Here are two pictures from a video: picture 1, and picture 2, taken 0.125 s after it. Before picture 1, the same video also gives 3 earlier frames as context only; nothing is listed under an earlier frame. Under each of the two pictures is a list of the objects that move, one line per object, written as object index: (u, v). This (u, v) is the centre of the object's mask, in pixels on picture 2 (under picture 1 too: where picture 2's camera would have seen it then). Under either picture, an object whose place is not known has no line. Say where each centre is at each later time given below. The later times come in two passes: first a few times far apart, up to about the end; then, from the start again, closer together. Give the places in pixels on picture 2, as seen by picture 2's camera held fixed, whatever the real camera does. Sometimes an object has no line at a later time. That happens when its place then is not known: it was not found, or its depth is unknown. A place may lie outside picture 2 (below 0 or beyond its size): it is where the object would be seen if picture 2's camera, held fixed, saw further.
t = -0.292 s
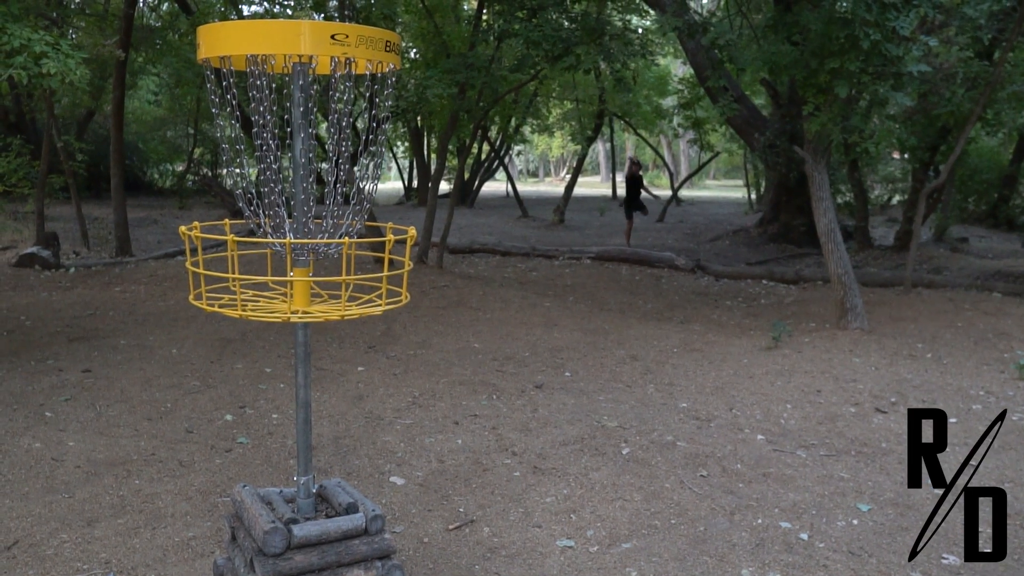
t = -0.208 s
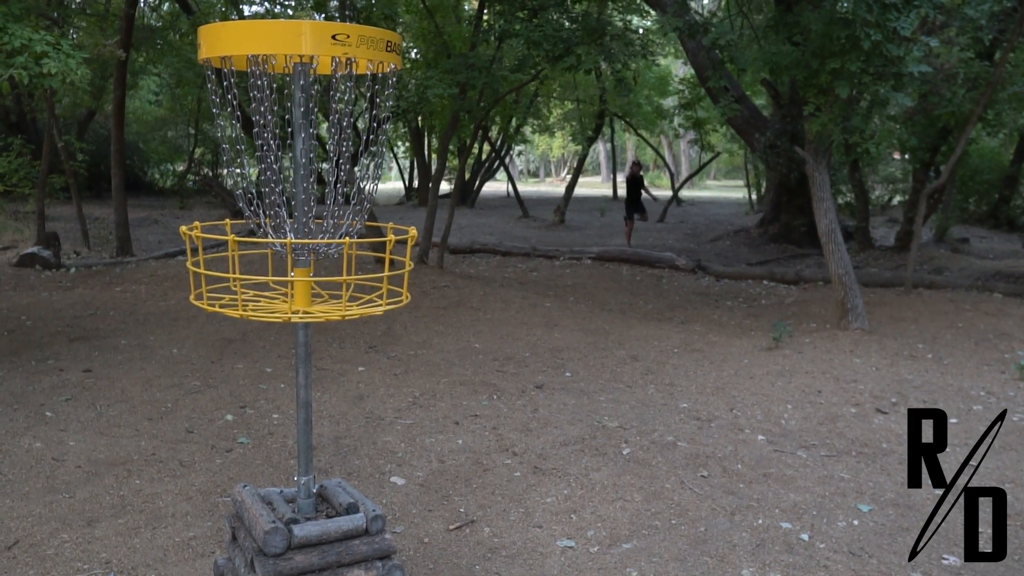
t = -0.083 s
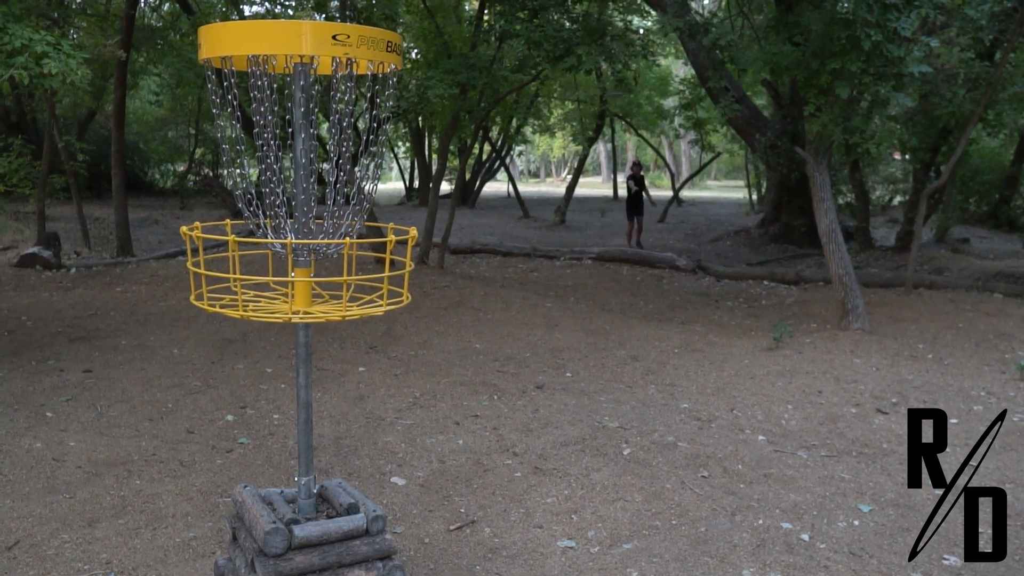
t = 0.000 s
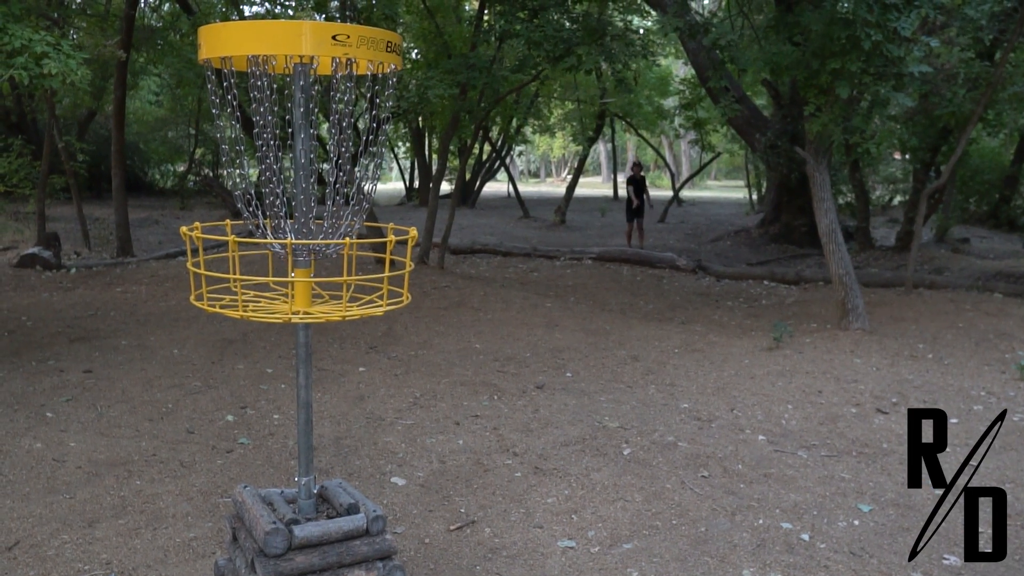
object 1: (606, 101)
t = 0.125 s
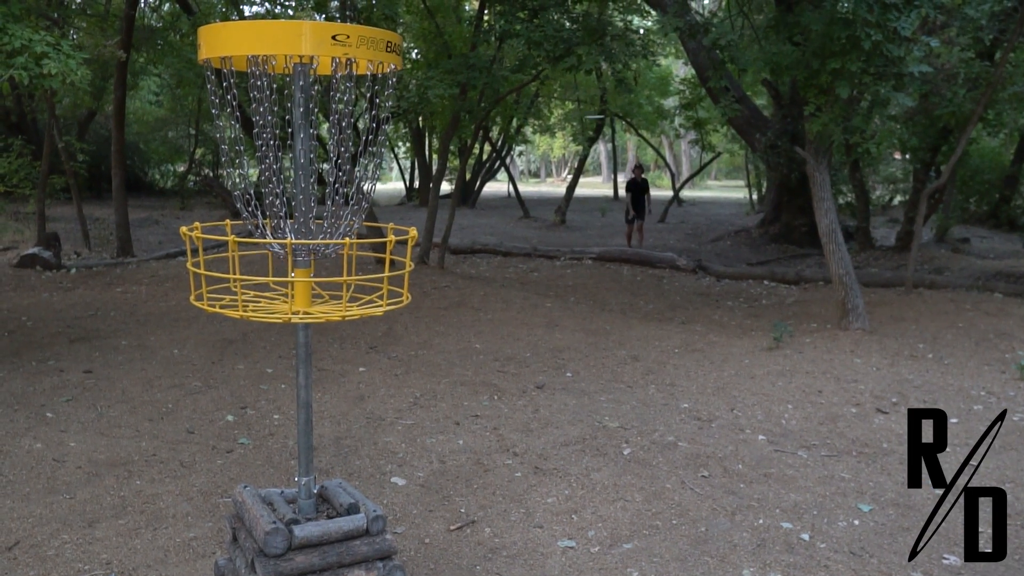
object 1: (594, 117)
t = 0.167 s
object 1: (589, 124)
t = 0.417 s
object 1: (552, 199)
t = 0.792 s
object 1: (485, 497)
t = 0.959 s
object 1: (475, 584)
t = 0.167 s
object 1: (589, 124)
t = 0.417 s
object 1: (552, 199)
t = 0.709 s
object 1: (497, 395)
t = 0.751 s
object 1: (491, 443)
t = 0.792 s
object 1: (485, 497)
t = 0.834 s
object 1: (478, 556)
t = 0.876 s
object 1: (476, 572)
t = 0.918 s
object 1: (473, 576)
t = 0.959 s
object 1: (475, 584)
